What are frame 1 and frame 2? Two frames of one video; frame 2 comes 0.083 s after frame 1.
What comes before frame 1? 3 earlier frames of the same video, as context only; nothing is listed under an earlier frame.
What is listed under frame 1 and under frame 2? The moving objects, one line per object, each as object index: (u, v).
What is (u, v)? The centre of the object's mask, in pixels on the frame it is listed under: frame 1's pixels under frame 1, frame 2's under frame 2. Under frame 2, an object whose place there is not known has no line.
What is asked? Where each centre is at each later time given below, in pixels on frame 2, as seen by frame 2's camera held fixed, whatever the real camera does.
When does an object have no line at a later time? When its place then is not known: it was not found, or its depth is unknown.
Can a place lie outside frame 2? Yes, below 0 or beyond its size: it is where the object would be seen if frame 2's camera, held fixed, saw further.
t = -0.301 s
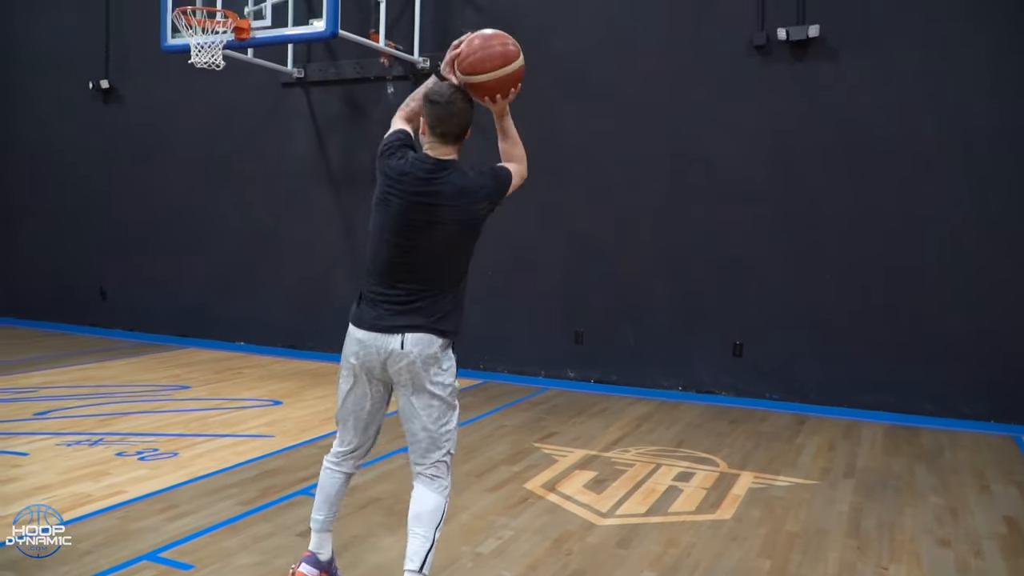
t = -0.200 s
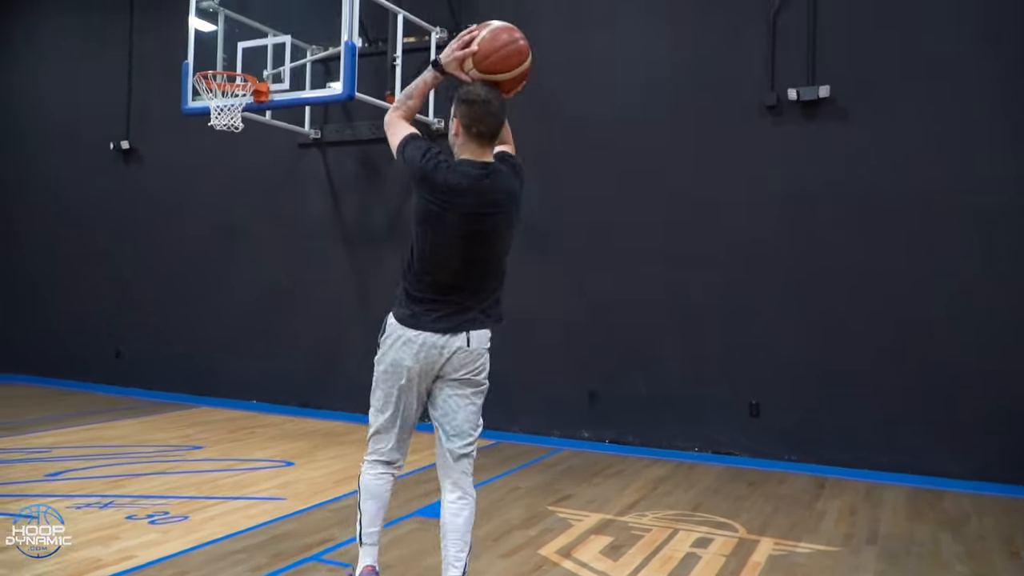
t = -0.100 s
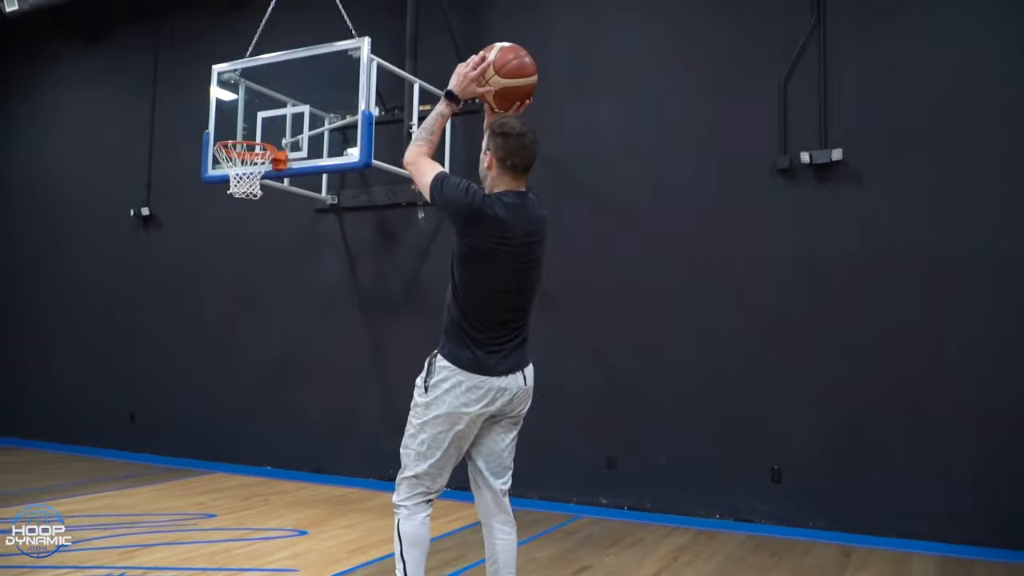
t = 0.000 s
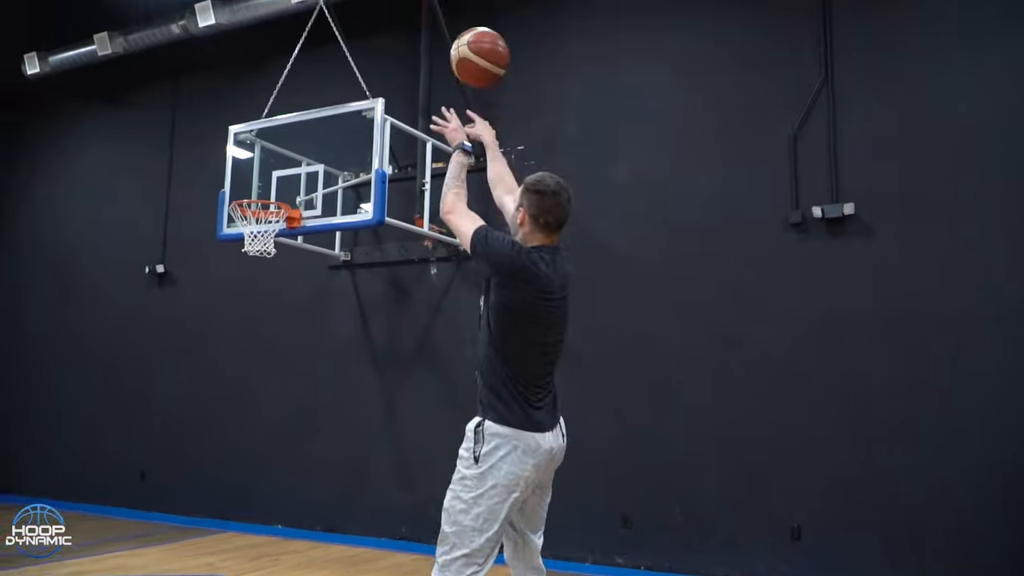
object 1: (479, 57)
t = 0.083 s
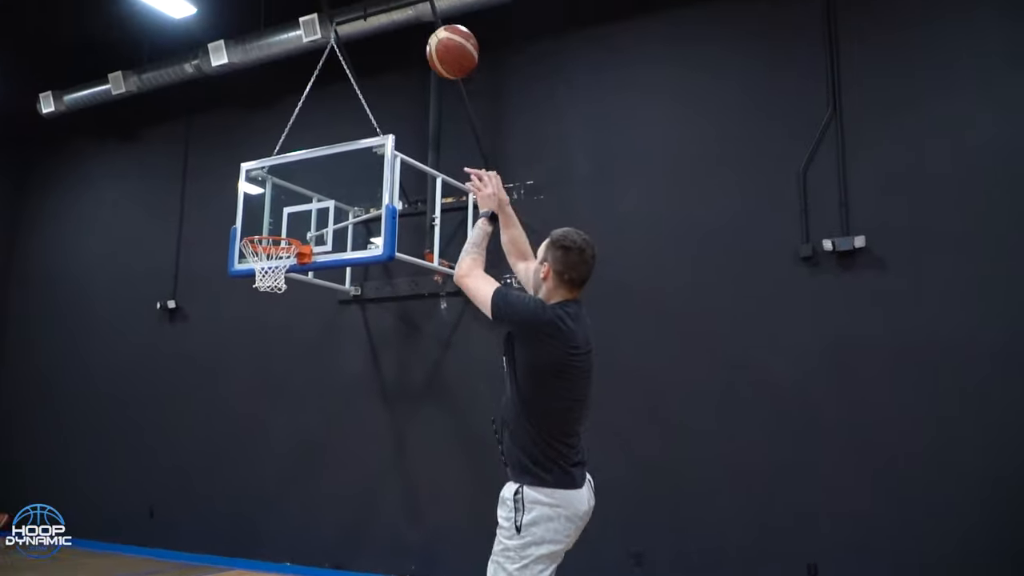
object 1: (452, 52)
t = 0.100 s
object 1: (446, 45)
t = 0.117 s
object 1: (440, 39)
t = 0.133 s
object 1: (434, 35)
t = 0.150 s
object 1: (428, 31)
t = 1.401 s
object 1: (243, 379)
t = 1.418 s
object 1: (241, 387)
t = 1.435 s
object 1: (240, 396)
